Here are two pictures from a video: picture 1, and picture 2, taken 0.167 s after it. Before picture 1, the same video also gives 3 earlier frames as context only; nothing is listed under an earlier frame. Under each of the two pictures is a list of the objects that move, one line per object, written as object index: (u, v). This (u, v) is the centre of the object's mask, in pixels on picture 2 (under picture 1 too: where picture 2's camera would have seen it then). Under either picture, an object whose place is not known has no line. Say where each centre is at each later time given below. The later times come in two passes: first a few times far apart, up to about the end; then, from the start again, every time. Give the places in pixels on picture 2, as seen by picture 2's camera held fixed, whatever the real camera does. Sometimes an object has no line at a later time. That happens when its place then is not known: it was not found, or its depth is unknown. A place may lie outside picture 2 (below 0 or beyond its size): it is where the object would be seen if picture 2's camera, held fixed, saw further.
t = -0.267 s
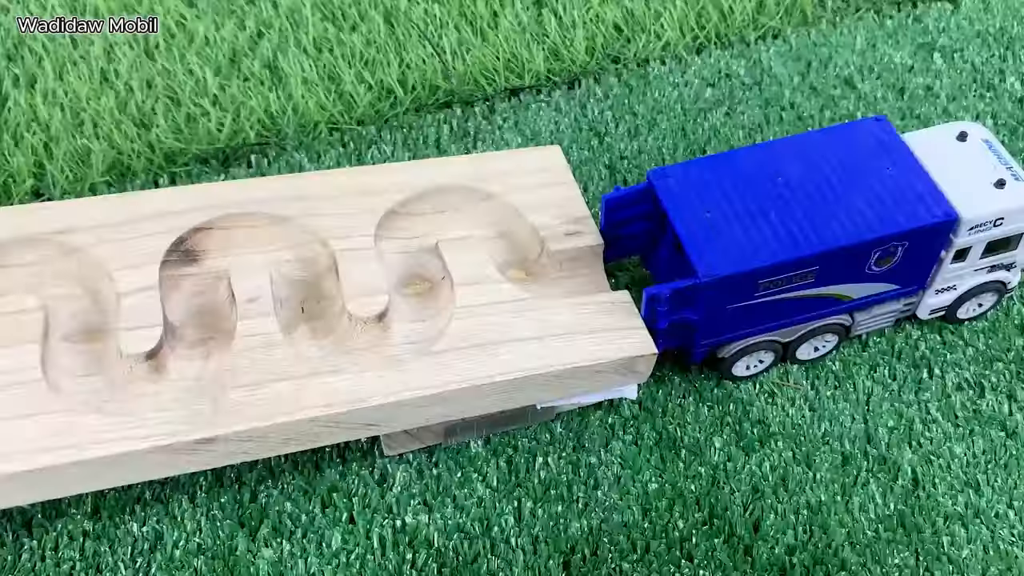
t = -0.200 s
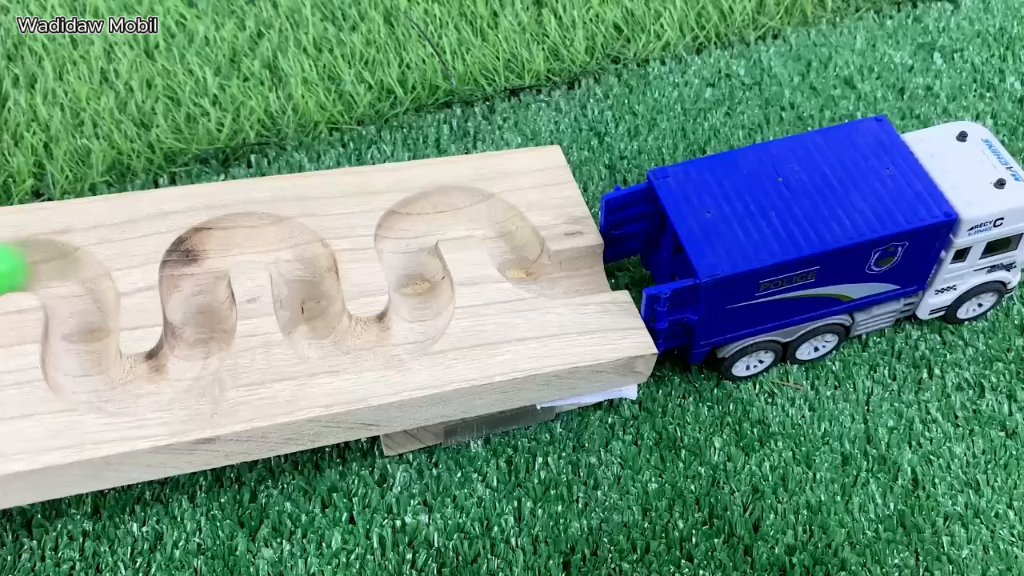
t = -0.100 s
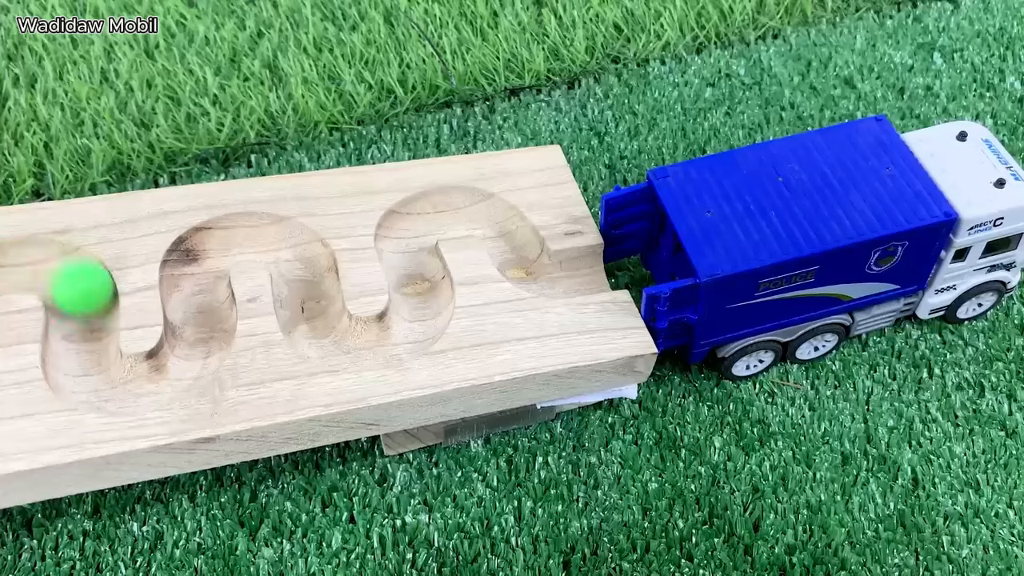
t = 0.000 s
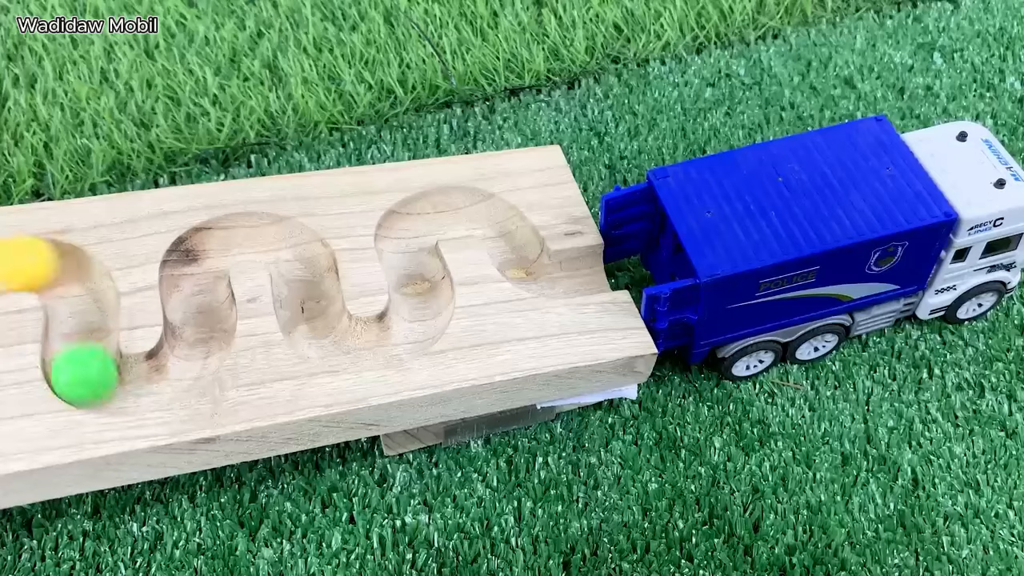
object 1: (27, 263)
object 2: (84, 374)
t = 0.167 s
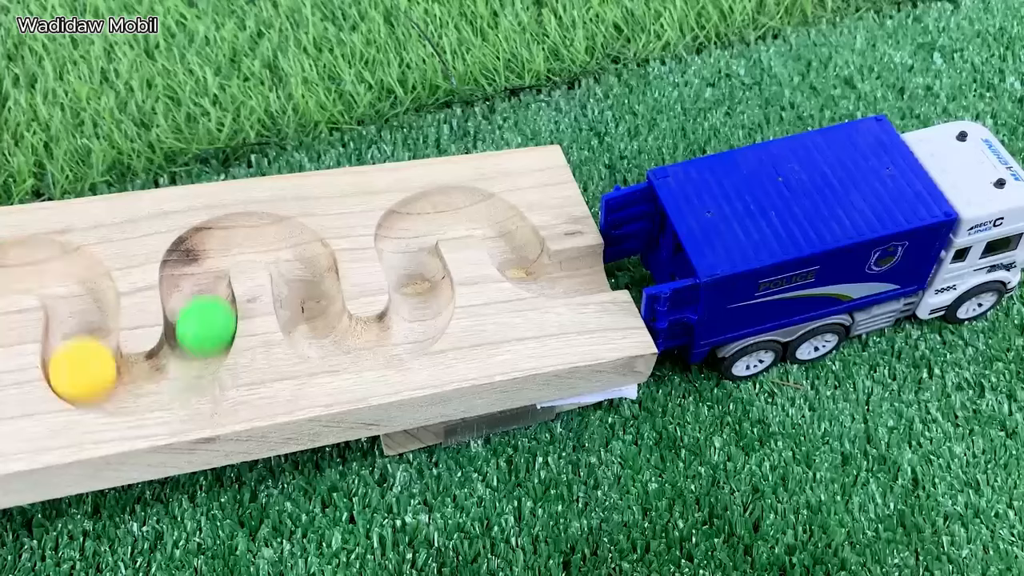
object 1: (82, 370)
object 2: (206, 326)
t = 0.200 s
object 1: (99, 384)
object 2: (200, 299)
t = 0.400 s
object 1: (190, 273)
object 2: (305, 258)
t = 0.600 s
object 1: (309, 286)
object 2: (397, 339)
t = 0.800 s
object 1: (419, 319)
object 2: (427, 213)
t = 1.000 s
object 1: (449, 206)
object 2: (556, 276)
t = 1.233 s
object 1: (599, 268)
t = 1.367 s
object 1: (636, 287)
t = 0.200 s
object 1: (99, 384)
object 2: (200, 299)
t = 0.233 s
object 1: (130, 386)
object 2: (192, 272)
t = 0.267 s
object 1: (166, 379)
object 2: (200, 253)
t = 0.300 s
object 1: (193, 357)
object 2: (223, 238)
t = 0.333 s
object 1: (205, 327)
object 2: (252, 234)
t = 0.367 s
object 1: (202, 299)
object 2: (283, 240)
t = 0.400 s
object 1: (190, 273)
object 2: (305, 258)
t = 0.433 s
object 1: (200, 254)
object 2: (308, 286)
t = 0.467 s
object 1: (221, 239)
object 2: (309, 310)
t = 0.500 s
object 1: (253, 233)
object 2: (317, 331)
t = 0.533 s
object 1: (283, 241)
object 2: (337, 344)
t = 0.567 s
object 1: (305, 259)
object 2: (365, 346)
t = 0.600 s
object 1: (309, 286)
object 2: (397, 339)
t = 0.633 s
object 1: (310, 309)
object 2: (420, 318)
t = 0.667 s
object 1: (316, 330)
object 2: (425, 292)
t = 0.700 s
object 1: (335, 342)
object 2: (417, 267)
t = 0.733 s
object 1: (364, 346)
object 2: (402, 243)
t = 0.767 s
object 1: (395, 339)
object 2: (407, 226)
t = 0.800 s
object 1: (419, 319)
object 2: (427, 213)
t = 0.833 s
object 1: (426, 292)
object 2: (455, 207)
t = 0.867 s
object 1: (417, 269)
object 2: (485, 212)
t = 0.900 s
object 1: (402, 245)
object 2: (508, 231)
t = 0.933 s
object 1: (404, 228)
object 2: (522, 255)
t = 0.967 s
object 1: (422, 215)
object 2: (534, 271)
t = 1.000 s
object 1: (449, 206)
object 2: (556, 276)
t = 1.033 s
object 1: (481, 210)
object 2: (579, 273)
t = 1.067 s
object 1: (505, 226)
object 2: (604, 266)
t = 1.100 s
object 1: (521, 252)
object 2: (631, 267)
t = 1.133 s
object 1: (533, 270)
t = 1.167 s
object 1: (554, 275)
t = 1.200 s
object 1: (575, 273)
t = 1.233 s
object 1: (599, 268)
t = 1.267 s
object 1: (627, 266)
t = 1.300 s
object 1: (644, 275)
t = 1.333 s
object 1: (633, 278)
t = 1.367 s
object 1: (636, 287)
